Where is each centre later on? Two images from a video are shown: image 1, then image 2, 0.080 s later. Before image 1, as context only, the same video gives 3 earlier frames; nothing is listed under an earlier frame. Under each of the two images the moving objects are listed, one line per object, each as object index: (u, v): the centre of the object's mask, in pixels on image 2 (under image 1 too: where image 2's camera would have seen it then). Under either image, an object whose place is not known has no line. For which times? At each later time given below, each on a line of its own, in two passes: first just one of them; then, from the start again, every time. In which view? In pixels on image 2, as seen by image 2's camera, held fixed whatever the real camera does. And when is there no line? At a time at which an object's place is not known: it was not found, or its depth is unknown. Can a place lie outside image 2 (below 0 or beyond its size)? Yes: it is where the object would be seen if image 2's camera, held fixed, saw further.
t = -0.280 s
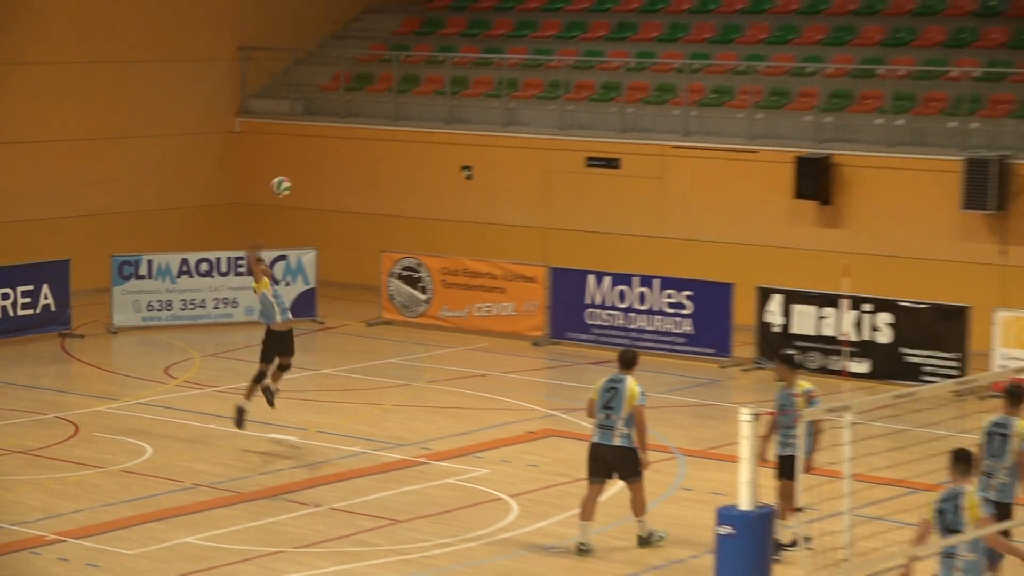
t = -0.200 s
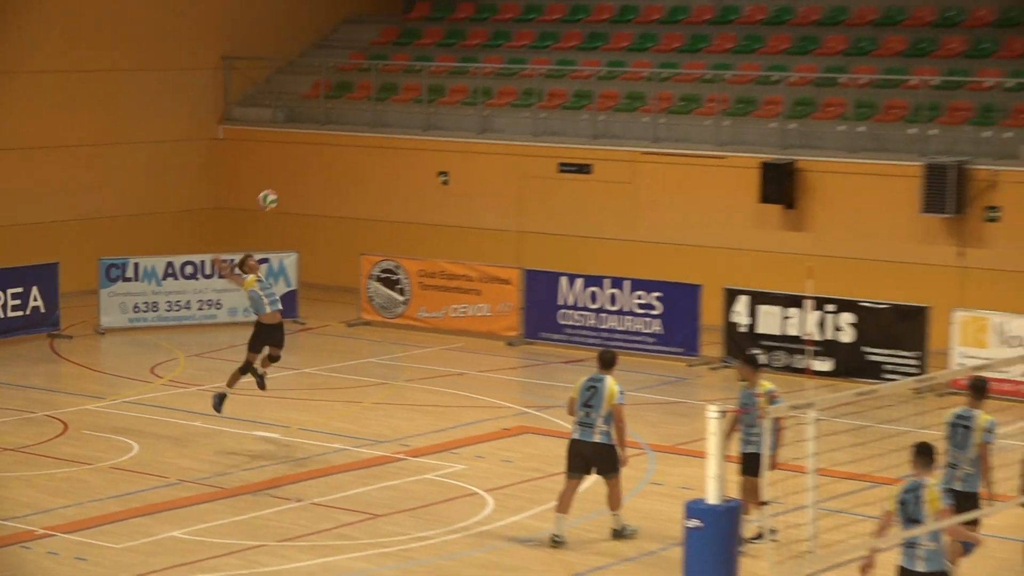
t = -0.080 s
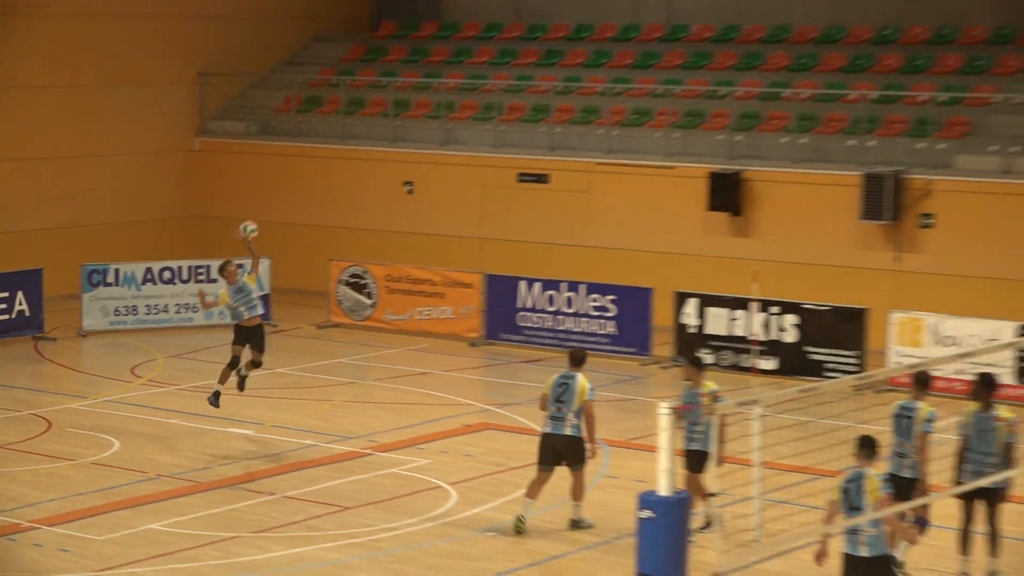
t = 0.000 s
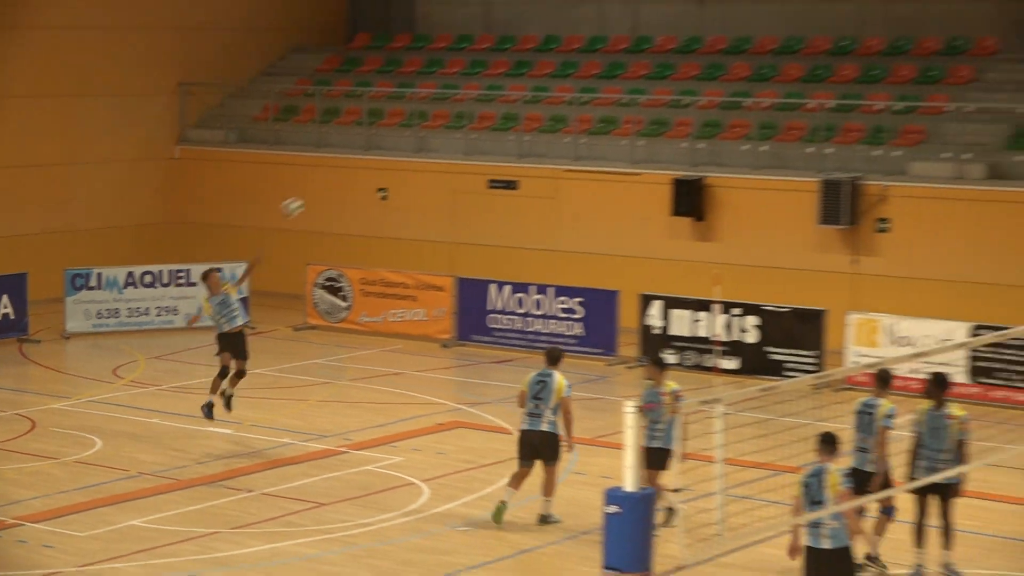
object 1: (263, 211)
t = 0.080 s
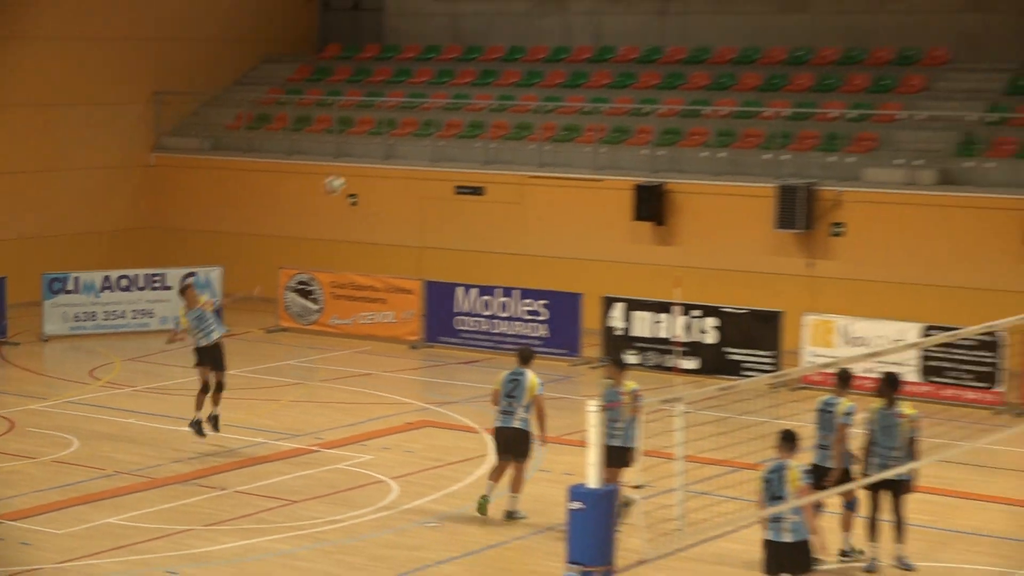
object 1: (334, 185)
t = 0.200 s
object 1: (443, 150)
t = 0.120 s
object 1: (371, 172)
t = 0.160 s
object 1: (407, 160)
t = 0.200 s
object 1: (443, 150)
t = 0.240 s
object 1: (480, 139)
